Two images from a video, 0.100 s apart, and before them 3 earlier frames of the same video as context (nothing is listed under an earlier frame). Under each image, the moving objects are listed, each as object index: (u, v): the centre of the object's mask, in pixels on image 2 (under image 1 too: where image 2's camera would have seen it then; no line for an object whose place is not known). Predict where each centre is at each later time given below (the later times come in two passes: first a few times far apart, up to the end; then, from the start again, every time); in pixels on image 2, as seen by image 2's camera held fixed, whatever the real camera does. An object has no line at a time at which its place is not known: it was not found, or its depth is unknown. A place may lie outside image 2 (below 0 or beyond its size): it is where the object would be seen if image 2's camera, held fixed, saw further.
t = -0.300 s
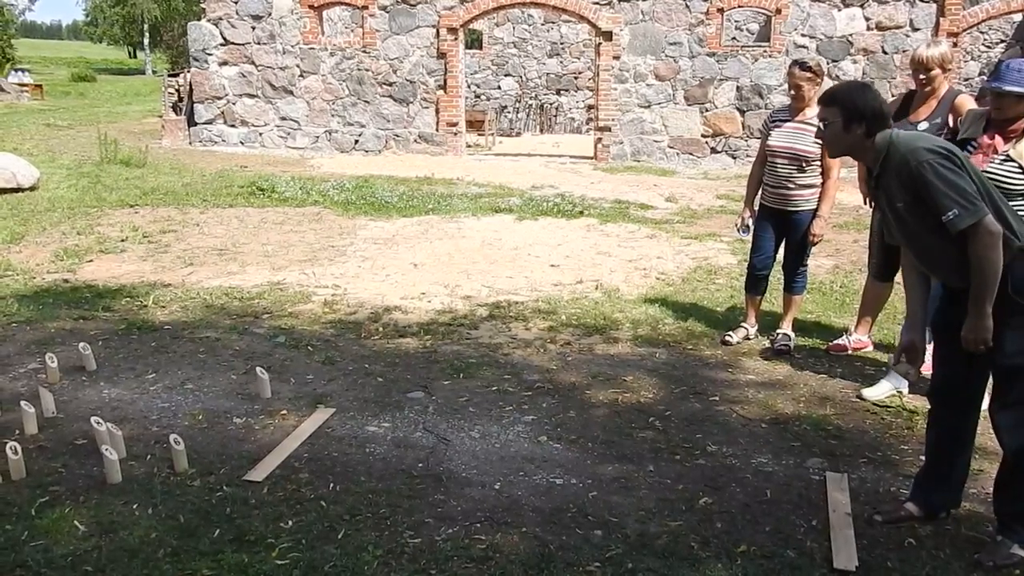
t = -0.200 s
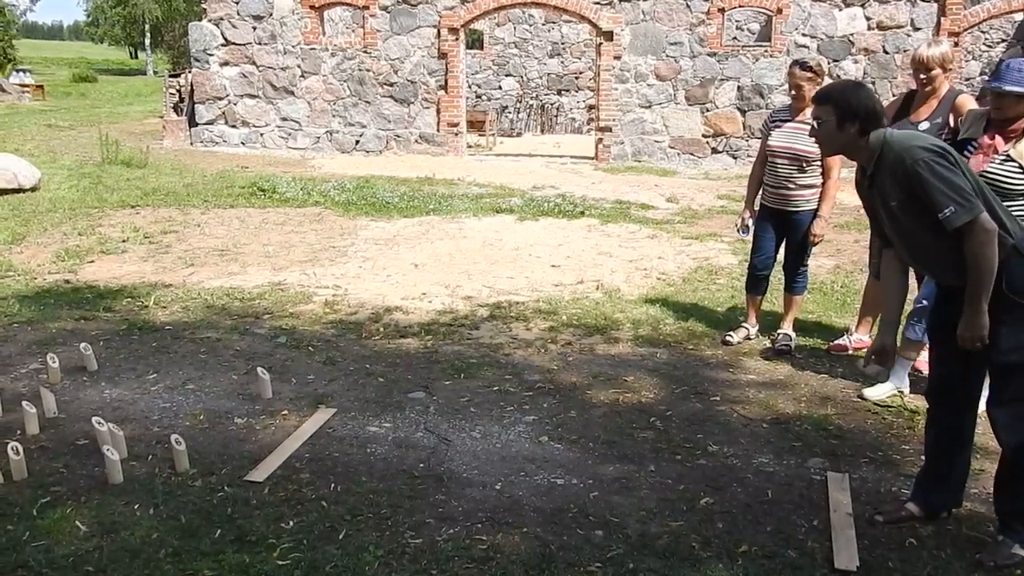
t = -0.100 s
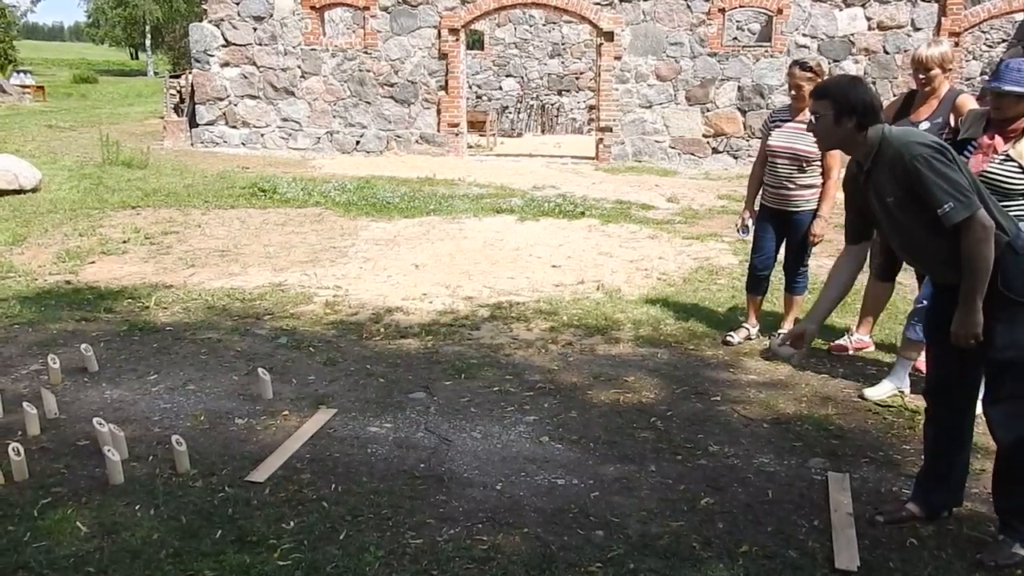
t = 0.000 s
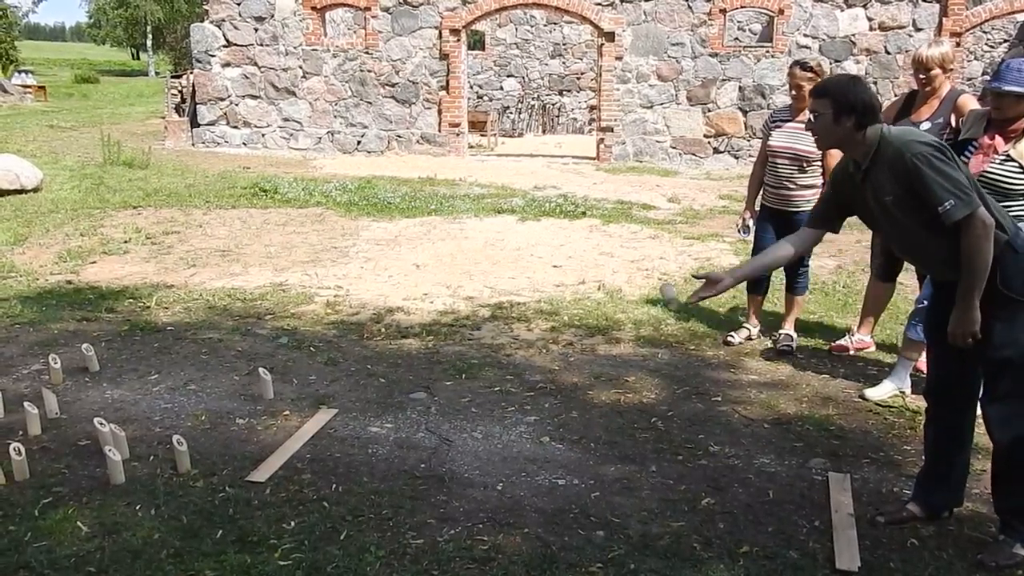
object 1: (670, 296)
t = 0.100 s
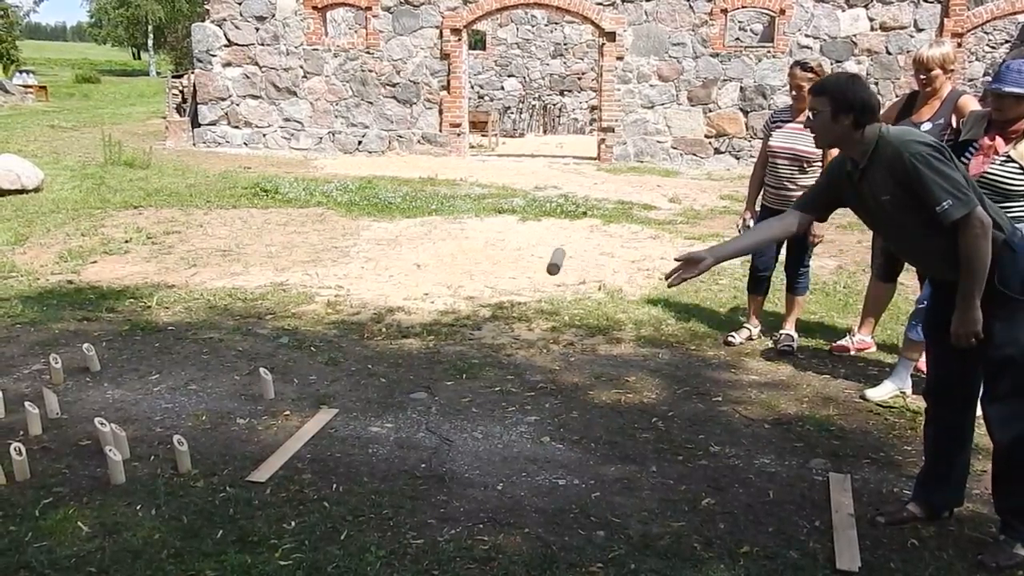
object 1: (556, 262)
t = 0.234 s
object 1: (412, 256)
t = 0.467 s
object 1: (196, 344)
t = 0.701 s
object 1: (60, 401)
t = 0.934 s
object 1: (23, 406)
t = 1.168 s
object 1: (23, 408)
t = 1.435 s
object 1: (24, 408)
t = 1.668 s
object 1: (24, 407)
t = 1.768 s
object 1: (24, 407)
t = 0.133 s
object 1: (519, 256)
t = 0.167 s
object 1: (482, 253)
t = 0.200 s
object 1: (447, 253)
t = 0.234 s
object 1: (412, 256)
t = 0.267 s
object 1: (377, 261)
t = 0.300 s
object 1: (345, 270)
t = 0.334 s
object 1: (311, 281)
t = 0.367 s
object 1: (281, 293)
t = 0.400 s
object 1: (250, 308)
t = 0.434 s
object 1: (223, 324)
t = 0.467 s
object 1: (196, 344)
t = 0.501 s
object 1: (168, 366)
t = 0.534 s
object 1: (142, 389)
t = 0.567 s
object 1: (121, 411)
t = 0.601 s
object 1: (100, 414)
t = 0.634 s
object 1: (84, 409)
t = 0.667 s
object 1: (71, 404)
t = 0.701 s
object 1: (60, 401)
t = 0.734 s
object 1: (55, 396)
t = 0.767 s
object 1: (50, 393)
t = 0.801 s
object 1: (34, 397)
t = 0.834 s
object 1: (31, 399)
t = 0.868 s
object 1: (28, 402)
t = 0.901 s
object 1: (24, 403)
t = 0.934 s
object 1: (23, 406)
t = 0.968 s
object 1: (25, 408)
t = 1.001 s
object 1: (23, 408)
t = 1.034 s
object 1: (23, 408)
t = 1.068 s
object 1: (23, 408)
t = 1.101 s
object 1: (23, 408)
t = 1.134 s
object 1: (23, 408)
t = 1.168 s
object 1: (23, 408)
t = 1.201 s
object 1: (23, 407)
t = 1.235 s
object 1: (23, 408)
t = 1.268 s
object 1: (23, 408)
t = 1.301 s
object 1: (23, 407)
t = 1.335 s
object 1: (23, 408)
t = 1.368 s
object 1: (23, 408)
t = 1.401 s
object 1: (24, 408)
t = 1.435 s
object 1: (24, 408)
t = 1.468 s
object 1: (24, 407)
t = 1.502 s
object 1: (24, 407)
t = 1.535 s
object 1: (24, 407)
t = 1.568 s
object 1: (24, 407)
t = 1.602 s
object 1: (24, 407)
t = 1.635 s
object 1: (24, 407)
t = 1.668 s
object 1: (24, 407)
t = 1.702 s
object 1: (24, 407)
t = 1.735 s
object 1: (24, 407)
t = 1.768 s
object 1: (24, 407)
